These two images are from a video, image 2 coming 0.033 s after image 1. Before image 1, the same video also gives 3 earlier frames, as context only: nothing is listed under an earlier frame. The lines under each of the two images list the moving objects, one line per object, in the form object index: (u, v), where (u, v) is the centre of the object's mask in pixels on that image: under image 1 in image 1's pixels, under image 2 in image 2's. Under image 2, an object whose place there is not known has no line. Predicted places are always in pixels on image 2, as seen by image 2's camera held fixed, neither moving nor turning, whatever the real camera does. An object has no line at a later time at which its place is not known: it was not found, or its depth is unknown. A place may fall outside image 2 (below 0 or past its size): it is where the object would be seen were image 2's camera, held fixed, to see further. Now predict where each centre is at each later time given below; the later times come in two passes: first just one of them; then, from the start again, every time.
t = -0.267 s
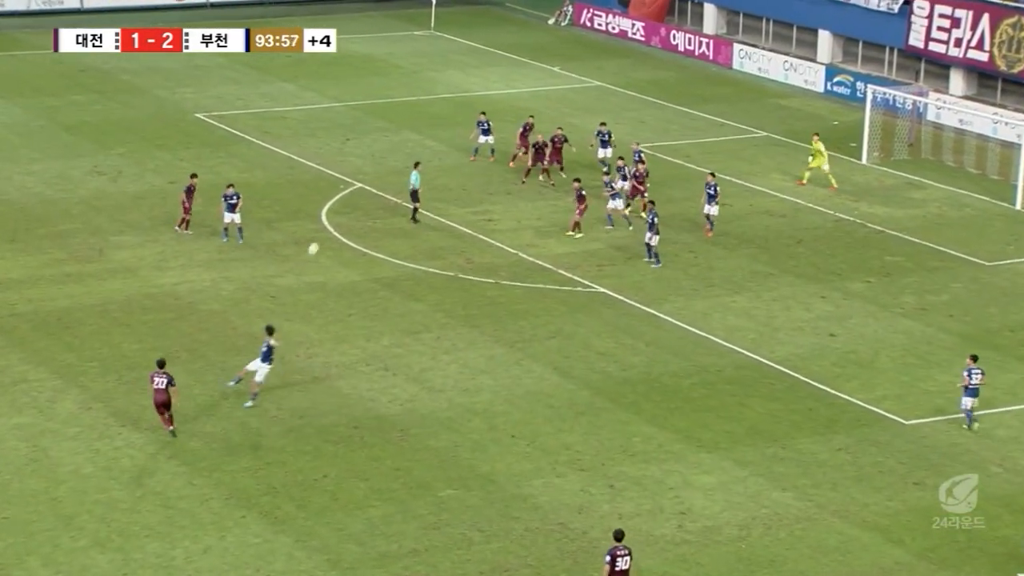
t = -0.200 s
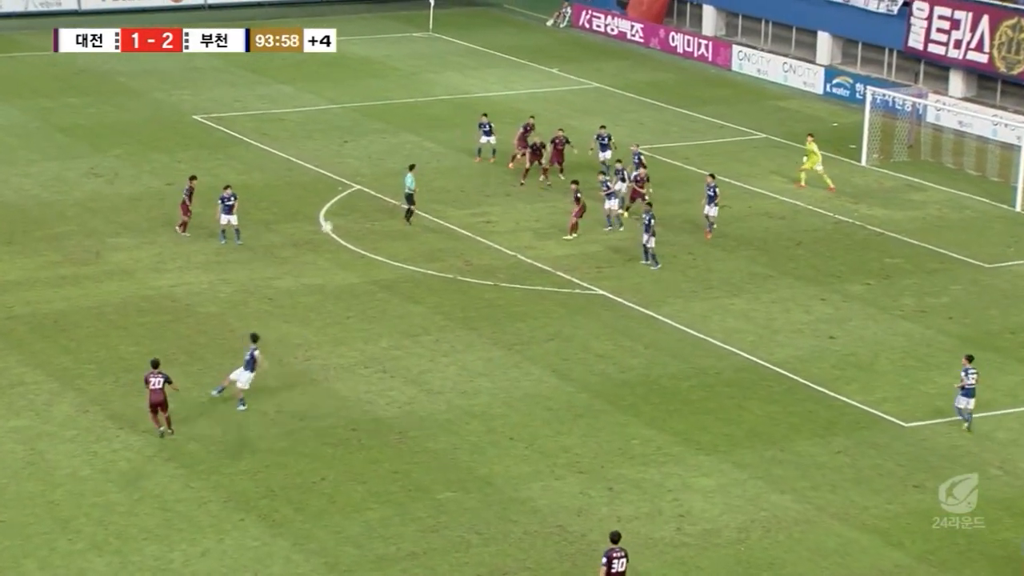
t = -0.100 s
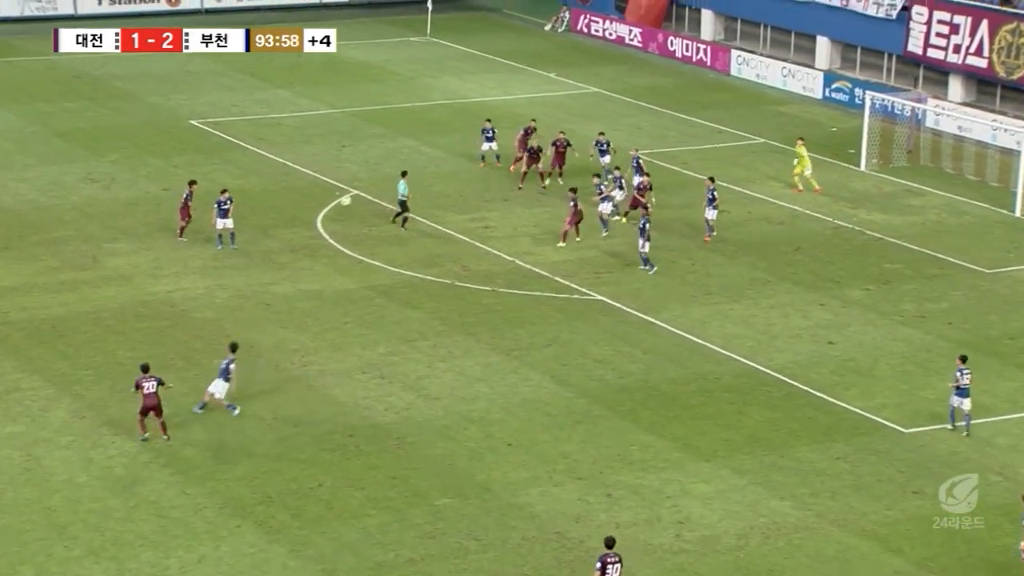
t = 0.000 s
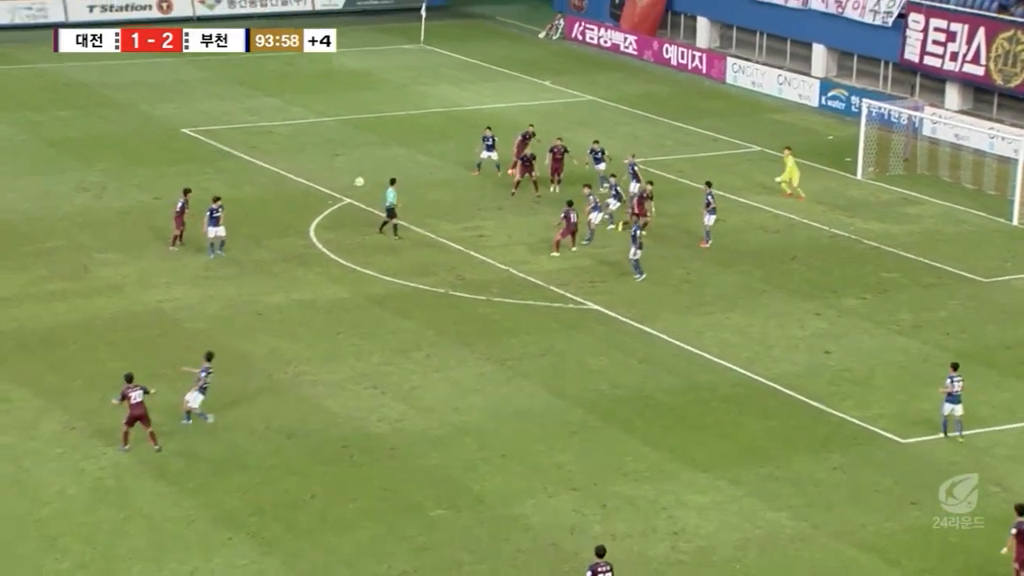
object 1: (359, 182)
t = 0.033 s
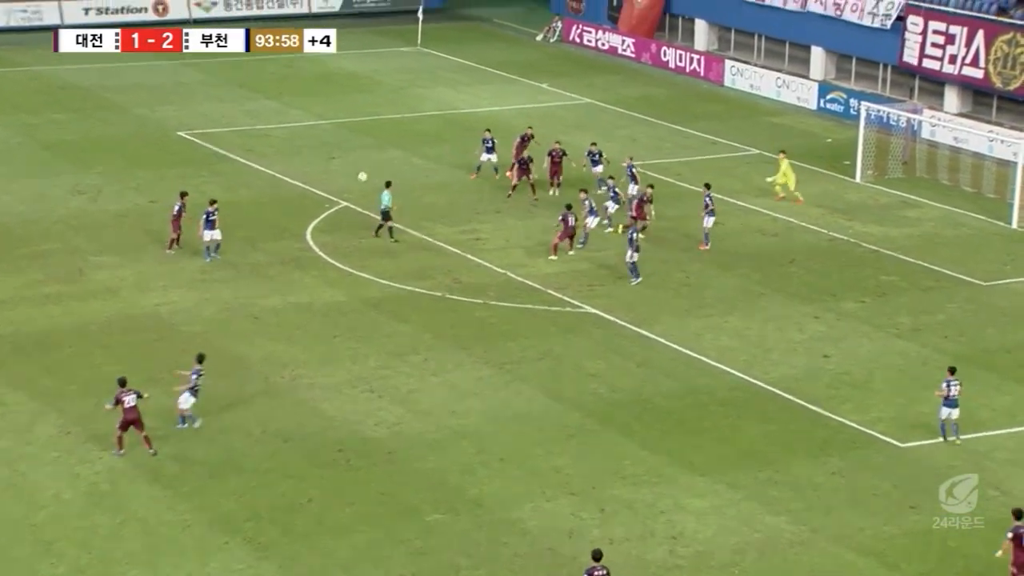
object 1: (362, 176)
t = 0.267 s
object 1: (401, 129)
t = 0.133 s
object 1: (379, 154)
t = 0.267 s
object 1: (401, 129)
